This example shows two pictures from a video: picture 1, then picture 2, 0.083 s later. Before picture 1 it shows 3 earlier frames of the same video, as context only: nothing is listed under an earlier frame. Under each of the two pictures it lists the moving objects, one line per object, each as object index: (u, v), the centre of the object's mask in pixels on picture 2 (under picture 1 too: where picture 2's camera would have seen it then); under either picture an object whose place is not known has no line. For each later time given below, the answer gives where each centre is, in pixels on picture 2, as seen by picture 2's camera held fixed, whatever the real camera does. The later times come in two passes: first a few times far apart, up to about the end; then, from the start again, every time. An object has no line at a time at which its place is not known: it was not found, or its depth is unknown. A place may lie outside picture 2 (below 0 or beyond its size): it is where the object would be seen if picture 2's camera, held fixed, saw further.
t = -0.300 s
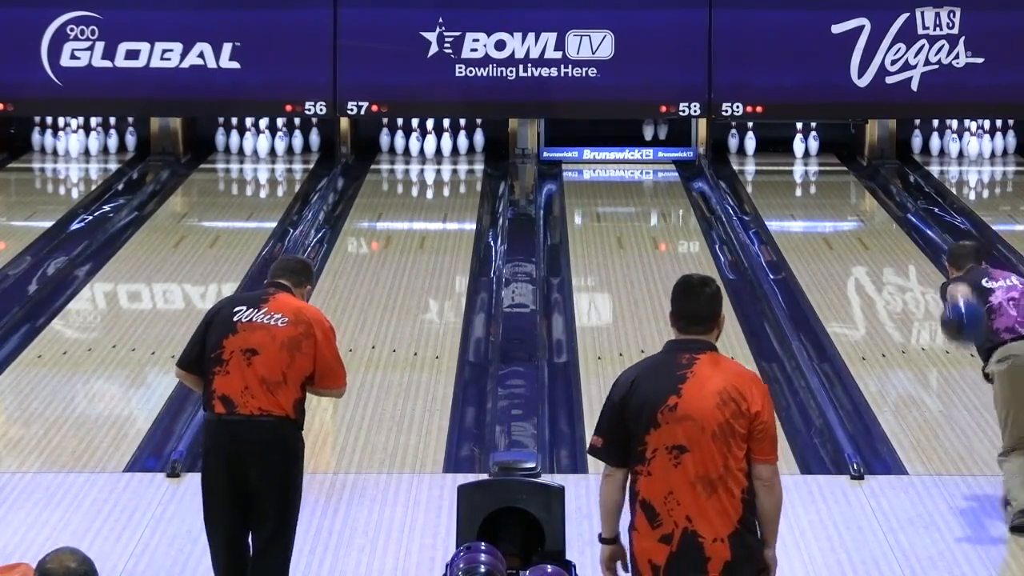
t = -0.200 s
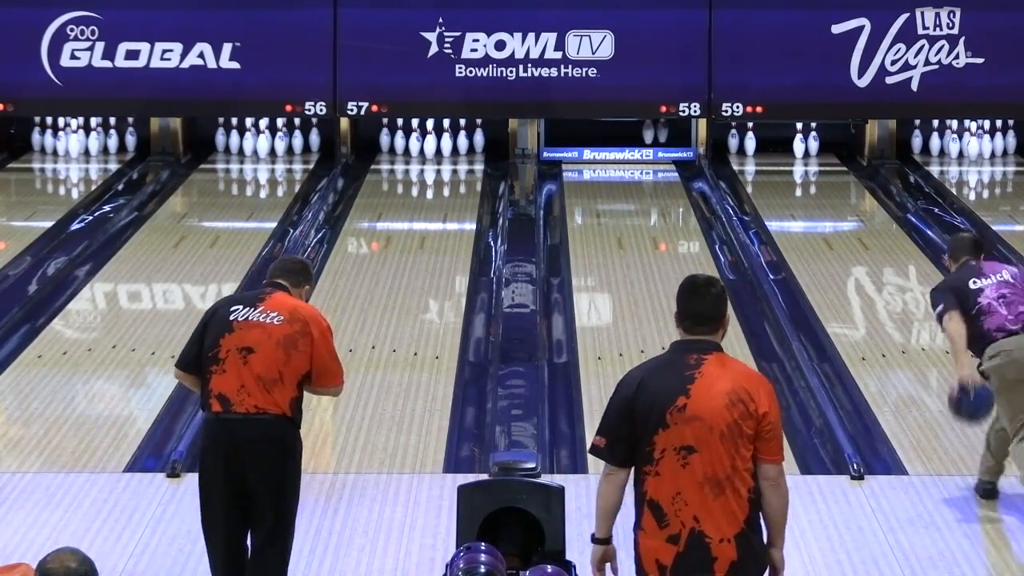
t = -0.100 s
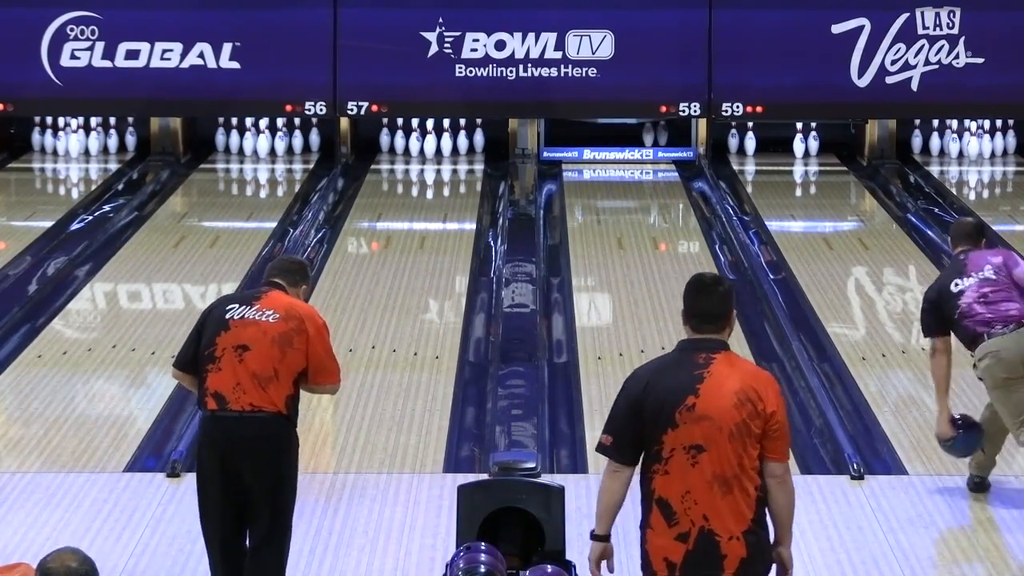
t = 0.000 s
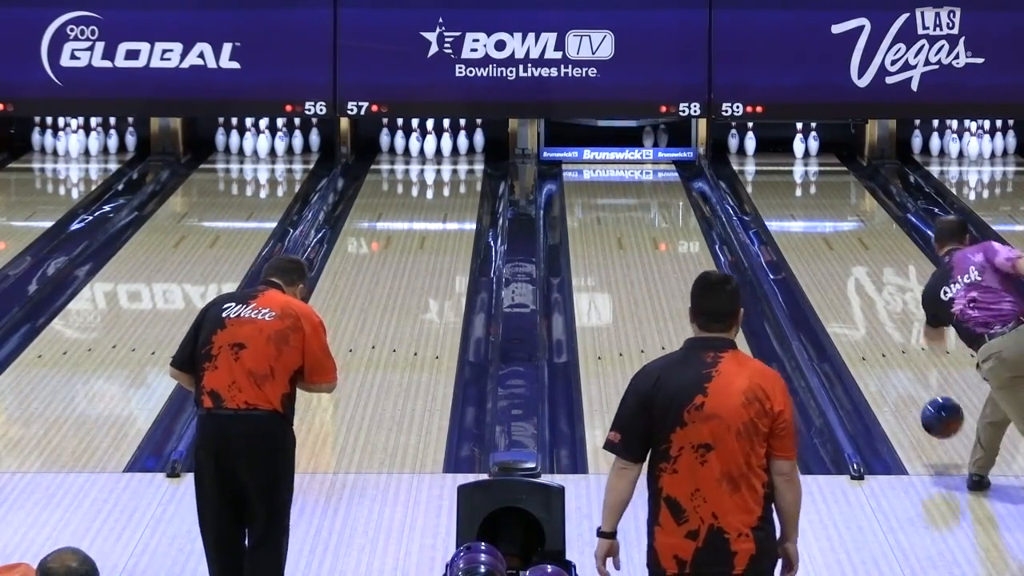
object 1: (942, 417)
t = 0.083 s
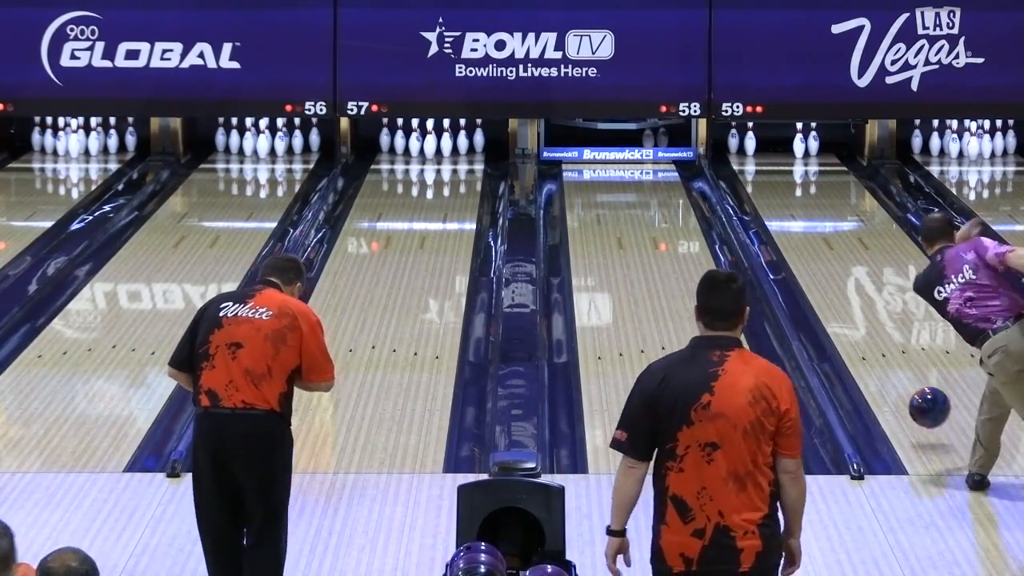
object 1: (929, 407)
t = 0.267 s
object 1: (904, 386)
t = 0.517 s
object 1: (876, 343)
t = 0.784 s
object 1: (853, 302)
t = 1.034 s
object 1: (835, 269)
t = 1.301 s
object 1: (819, 239)
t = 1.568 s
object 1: (807, 213)
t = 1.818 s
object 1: (800, 192)
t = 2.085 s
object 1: (799, 173)
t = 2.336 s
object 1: (804, 158)
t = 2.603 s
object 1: (821, 144)
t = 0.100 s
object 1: (927, 407)
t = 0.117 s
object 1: (925, 407)
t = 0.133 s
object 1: (922, 407)
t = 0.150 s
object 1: (920, 409)
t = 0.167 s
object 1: (917, 409)
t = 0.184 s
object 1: (915, 404)
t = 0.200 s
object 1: (913, 399)
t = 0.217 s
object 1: (911, 394)
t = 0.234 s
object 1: (908, 391)
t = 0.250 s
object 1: (907, 388)
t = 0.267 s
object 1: (904, 386)
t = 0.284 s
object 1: (902, 384)
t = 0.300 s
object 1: (901, 382)
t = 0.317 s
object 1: (898, 378)
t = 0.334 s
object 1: (896, 375)
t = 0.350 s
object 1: (894, 371)
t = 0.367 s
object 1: (892, 368)
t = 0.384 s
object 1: (890, 366)
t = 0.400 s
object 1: (889, 363)
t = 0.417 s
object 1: (887, 360)
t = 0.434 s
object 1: (885, 357)
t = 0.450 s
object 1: (883, 354)
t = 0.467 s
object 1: (882, 351)
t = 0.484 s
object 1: (880, 349)
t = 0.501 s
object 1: (878, 346)
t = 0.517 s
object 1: (876, 343)
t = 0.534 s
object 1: (875, 340)
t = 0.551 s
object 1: (873, 337)
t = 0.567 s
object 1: (872, 334)
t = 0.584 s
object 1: (870, 332)
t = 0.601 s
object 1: (869, 329)
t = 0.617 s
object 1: (867, 326)
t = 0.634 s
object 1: (865, 324)
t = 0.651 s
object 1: (864, 321)
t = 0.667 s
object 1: (863, 319)
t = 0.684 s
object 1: (861, 316)
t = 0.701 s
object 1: (860, 314)
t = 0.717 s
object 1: (858, 311)
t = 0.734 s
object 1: (857, 309)
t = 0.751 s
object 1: (855, 306)
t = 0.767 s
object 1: (854, 304)
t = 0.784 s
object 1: (853, 302)
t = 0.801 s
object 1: (851, 299)
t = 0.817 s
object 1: (850, 297)
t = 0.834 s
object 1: (849, 295)
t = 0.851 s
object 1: (848, 293)
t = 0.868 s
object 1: (846, 291)
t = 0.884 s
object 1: (845, 288)
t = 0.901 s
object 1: (844, 286)
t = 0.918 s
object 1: (843, 284)
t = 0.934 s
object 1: (841, 281)
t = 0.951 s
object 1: (840, 280)
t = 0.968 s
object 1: (839, 277)
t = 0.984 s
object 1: (838, 275)
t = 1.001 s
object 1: (837, 273)
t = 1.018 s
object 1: (836, 271)
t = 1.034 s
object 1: (835, 269)
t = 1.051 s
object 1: (834, 267)
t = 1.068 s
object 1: (833, 265)
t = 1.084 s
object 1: (832, 263)
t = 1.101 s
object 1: (830, 261)
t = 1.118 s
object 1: (829, 259)
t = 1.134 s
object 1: (828, 258)
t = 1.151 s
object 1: (827, 256)
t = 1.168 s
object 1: (826, 254)
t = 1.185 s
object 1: (825, 252)
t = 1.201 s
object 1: (824, 250)
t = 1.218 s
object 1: (824, 248)
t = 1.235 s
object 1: (823, 246)
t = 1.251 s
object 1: (822, 245)
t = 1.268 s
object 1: (821, 242)
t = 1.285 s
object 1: (820, 241)
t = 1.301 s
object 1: (819, 239)
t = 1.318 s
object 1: (818, 238)
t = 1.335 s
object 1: (817, 236)
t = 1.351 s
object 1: (817, 234)
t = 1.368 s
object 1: (816, 232)
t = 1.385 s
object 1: (815, 231)
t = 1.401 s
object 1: (814, 229)
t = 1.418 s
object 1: (813, 228)
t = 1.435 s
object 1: (812, 226)
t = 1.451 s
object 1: (812, 224)
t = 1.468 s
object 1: (811, 222)
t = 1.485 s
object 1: (810, 221)
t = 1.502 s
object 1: (809, 219)
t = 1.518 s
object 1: (808, 218)
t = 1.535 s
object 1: (808, 216)
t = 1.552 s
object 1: (807, 215)
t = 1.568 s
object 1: (807, 213)
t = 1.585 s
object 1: (806, 211)
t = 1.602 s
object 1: (805, 210)
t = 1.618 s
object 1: (805, 208)
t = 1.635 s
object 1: (804, 207)
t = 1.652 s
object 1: (804, 206)
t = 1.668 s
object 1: (803, 205)
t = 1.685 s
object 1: (802, 204)
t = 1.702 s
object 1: (802, 202)
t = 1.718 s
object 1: (801, 200)
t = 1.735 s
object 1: (801, 199)
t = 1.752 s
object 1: (801, 198)
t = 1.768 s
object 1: (800, 196)
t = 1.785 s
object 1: (800, 195)
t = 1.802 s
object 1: (800, 193)
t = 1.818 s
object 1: (800, 192)
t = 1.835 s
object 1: (799, 191)
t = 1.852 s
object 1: (799, 190)
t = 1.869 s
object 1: (799, 188)
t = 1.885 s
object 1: (798, 187)
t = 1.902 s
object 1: (799, 186)
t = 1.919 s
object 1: (799, 185)
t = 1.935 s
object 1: (798, 184)
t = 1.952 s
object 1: (799, 182)
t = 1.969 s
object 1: (799, 181)
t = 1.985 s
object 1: (799, 180)
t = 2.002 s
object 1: (799, 179)
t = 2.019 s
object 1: (798, 178)
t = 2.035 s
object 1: (798, 177)
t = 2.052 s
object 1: (798, 175)
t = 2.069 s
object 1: (799, 174)
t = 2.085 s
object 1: (799, 173)
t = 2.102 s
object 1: (799, 172)
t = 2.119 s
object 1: (799, 171)
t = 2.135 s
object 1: (800, 170)
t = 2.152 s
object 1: (801, 169)
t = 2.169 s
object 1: (800, 168)
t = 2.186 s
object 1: (800, 167)
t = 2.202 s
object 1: (801, 166)
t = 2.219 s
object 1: (801, 165)
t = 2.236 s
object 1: (801, 164)
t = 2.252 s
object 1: (802, 163)
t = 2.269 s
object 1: (802, 162)
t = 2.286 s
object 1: (803, 161)
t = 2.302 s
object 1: (803, 160)
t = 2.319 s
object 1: (804, 159)
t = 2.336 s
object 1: (804, 158)
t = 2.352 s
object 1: (805, 158)
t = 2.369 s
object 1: (805, 156)
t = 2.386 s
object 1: (806, 155)
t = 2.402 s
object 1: (807, 154)
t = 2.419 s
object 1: (808, 154)
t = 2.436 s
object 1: (809, 153)
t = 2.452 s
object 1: (809, 152)
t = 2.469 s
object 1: (810, 151)
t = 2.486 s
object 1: (811, 150)
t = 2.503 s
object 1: (812, 150)
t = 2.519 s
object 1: (812, 148)
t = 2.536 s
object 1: (813, 147)
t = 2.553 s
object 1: (815, 147)
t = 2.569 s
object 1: (815, 147)
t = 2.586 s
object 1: (819, 146)
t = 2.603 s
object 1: (821, 144)
